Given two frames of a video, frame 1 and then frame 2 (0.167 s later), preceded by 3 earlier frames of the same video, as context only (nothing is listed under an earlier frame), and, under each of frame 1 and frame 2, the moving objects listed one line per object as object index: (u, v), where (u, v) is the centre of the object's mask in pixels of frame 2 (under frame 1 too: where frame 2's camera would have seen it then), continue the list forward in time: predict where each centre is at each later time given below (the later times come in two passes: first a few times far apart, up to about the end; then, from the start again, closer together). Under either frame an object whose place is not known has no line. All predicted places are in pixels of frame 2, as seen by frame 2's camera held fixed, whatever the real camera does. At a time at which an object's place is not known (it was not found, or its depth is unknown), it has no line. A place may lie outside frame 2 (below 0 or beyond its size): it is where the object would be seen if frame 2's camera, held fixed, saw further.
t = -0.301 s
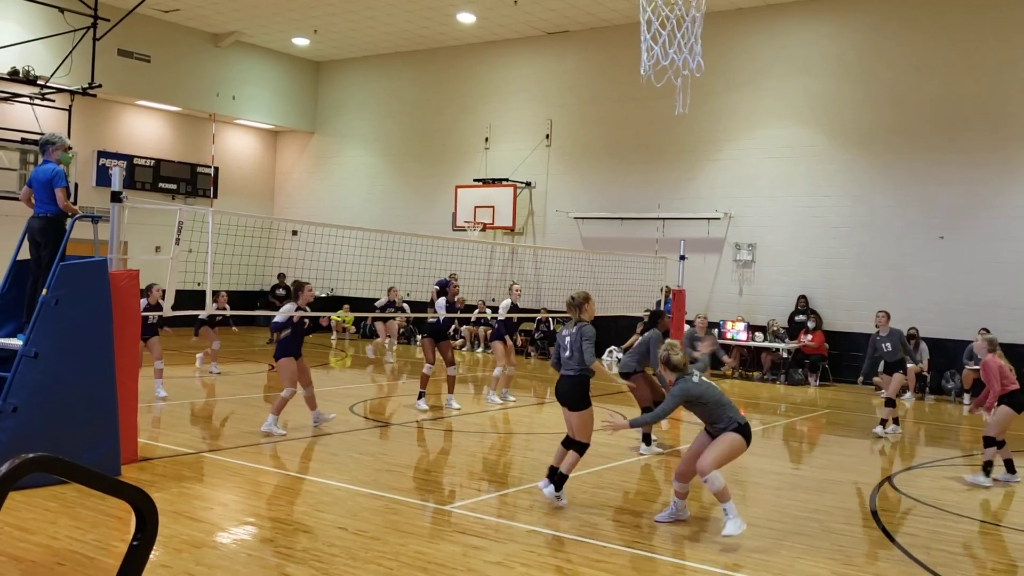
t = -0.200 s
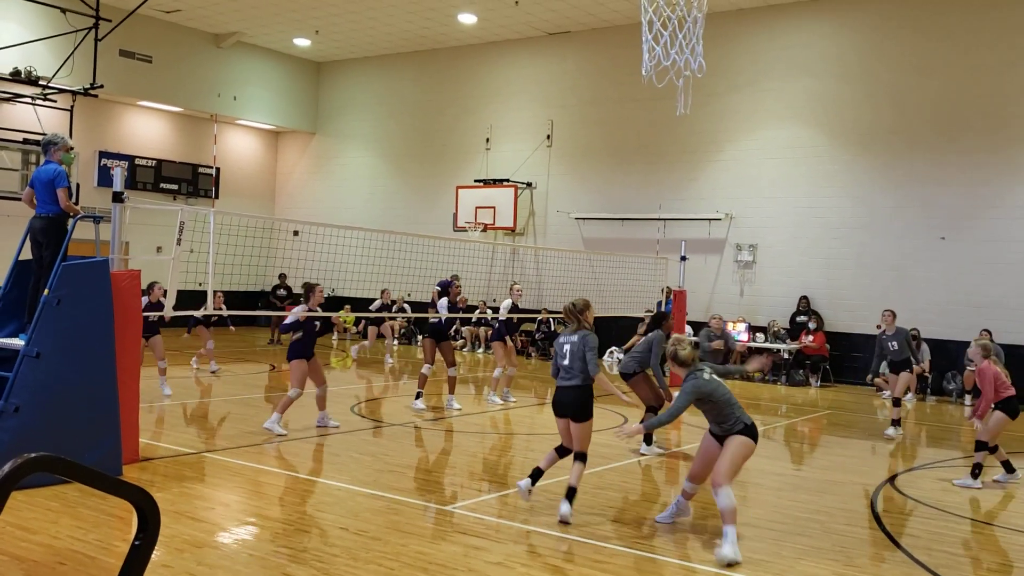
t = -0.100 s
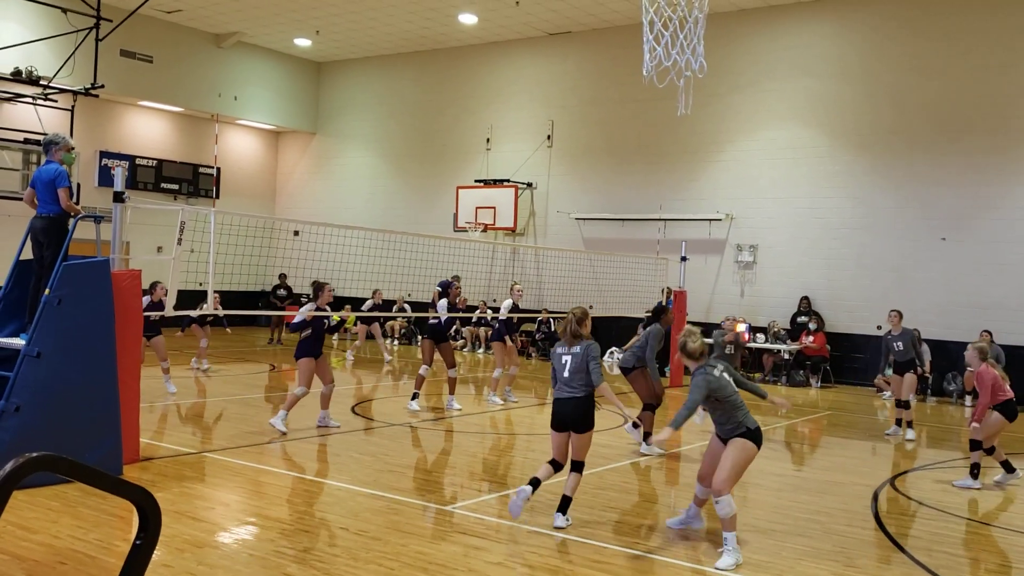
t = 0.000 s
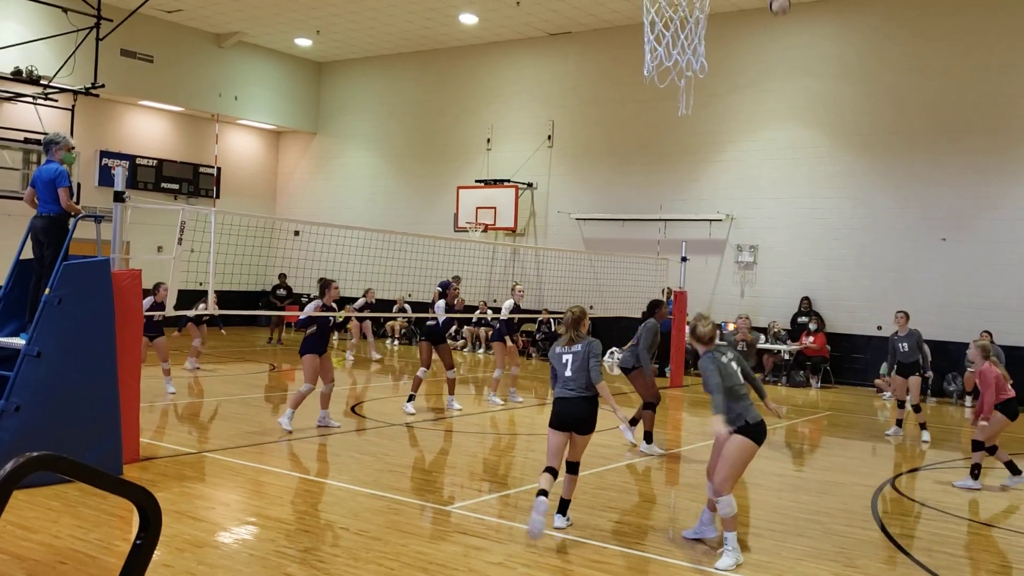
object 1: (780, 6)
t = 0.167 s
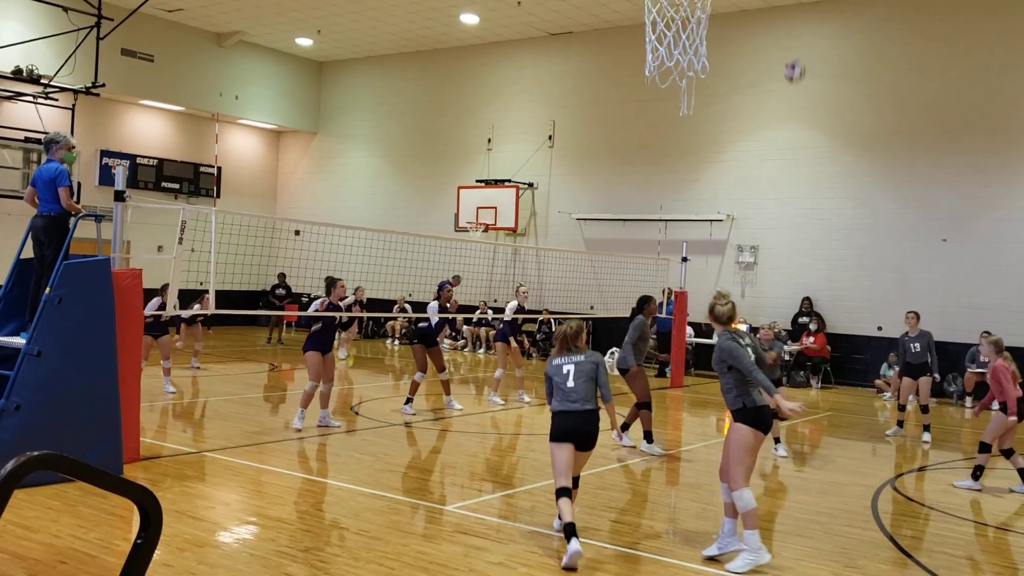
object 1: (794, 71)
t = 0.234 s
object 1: (799, 103)
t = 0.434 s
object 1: (812, 226)
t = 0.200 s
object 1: (797, 88)
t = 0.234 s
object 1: (799, 103)
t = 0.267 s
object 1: (801, 122)
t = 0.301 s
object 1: (803, 141)
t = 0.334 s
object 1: (805, 161)
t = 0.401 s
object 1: (809, 203)
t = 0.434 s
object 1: (812, 226)
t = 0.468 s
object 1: (812, 250)
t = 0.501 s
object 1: (813, 274)
